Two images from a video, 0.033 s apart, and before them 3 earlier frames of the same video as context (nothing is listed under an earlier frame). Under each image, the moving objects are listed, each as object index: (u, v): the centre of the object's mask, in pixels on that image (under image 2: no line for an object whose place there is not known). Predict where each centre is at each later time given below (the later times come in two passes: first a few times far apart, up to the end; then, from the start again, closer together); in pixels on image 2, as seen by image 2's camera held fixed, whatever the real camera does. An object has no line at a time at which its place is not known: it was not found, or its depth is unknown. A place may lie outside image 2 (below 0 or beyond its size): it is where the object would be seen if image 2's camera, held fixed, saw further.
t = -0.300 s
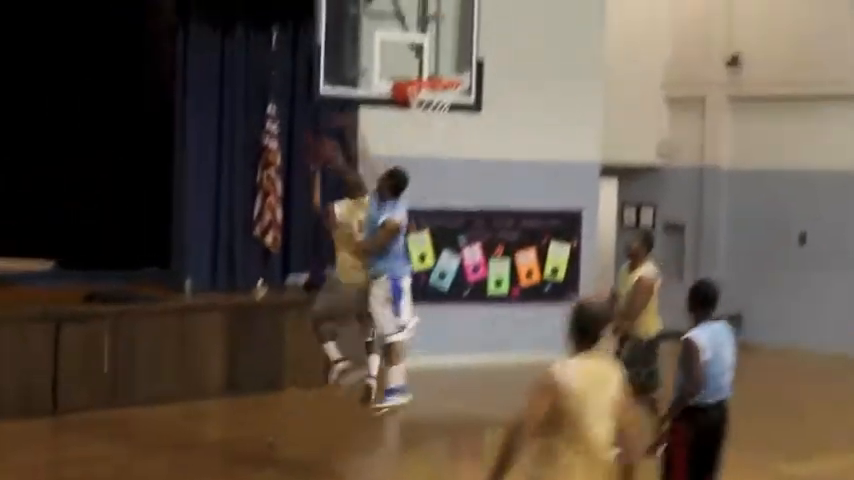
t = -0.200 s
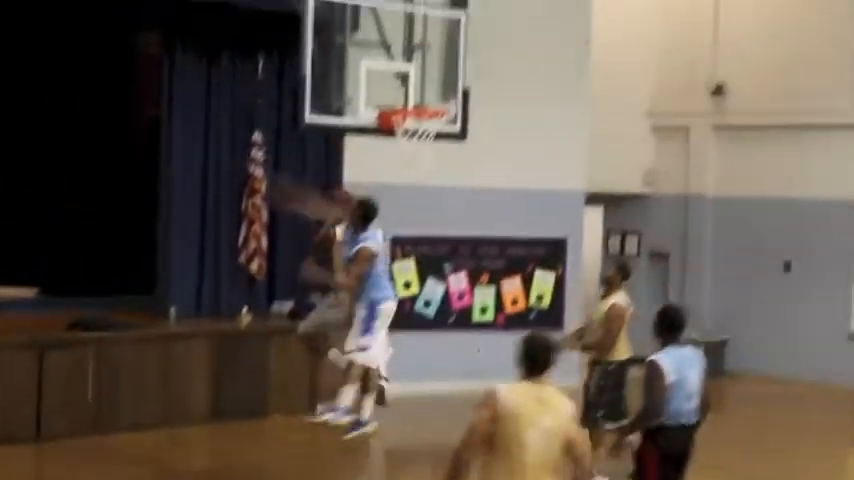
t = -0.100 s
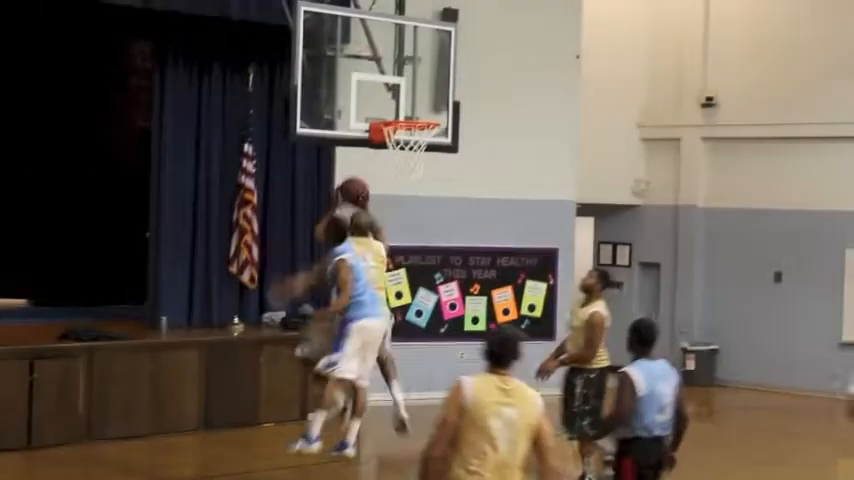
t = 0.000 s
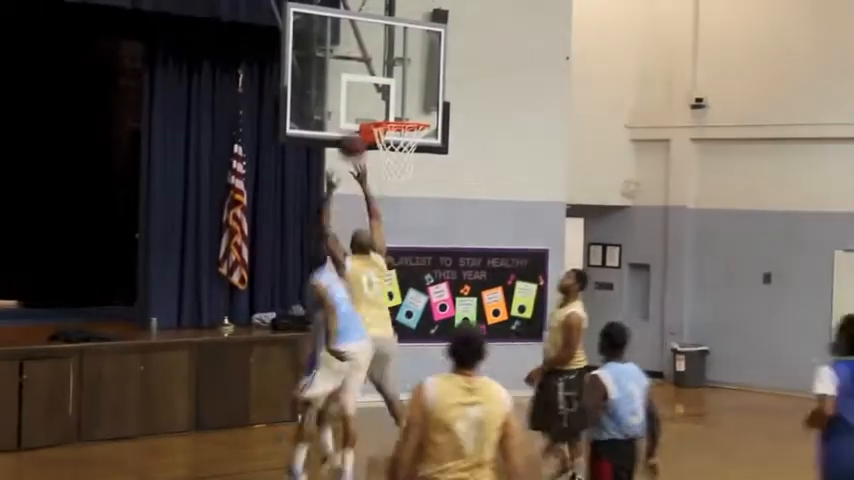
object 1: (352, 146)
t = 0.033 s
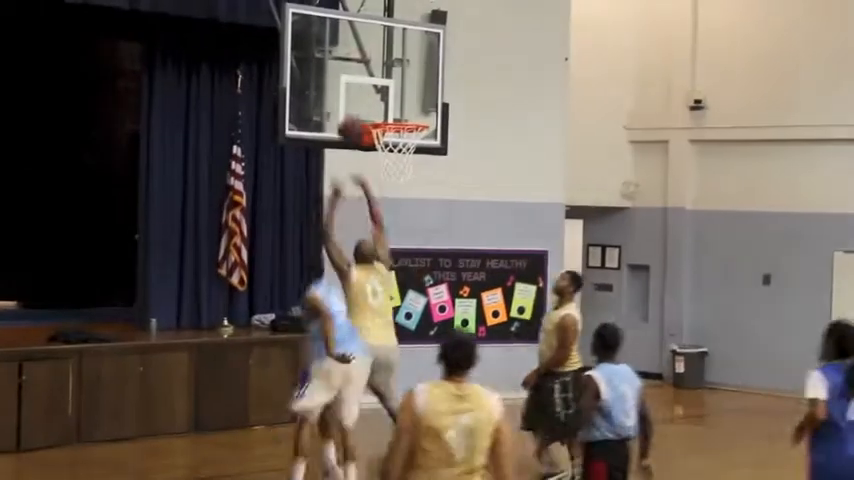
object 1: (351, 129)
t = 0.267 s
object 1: (356, 55)
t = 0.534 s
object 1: (387, 80)
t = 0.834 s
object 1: (412, 185)
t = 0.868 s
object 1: (413, 198)
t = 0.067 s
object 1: (353, 114)
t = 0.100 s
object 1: (354, 101)
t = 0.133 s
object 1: (355, 90)
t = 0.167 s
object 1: (355, 80)
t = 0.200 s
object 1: (356, 70)
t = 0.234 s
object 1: (356, 62)
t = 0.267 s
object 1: (356, 55)
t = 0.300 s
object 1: (359, 54)
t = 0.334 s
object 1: (364, 54)
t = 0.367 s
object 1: (367, 55)
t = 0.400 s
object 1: (373, 57)
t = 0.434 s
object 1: (375, 61)
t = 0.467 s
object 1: (379, 66)
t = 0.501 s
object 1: (384, 71)
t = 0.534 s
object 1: (387, 80)
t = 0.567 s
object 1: (391, 89)
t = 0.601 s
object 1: (394, 99)
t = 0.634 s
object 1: (399, 110)
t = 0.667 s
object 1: (404, 117)
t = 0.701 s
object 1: (405, 139)
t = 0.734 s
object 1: (409, 153)
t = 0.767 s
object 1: (411, 162)
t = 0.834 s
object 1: (412, 185)
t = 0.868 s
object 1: (413, 198)
